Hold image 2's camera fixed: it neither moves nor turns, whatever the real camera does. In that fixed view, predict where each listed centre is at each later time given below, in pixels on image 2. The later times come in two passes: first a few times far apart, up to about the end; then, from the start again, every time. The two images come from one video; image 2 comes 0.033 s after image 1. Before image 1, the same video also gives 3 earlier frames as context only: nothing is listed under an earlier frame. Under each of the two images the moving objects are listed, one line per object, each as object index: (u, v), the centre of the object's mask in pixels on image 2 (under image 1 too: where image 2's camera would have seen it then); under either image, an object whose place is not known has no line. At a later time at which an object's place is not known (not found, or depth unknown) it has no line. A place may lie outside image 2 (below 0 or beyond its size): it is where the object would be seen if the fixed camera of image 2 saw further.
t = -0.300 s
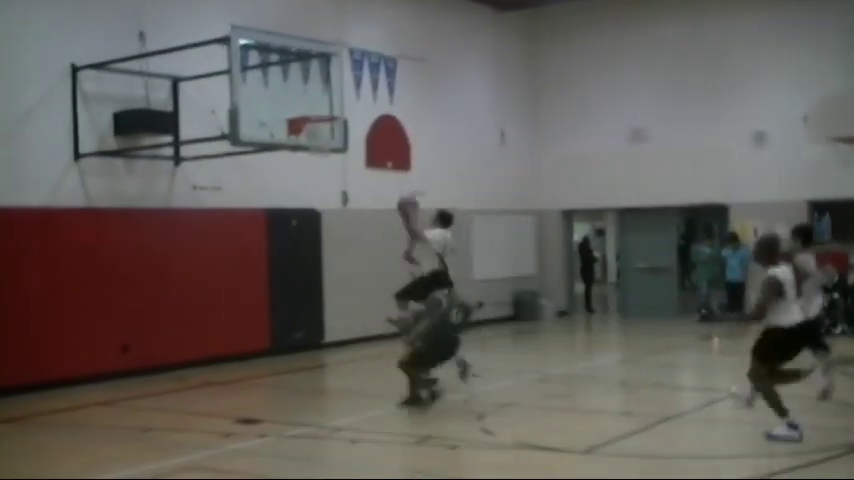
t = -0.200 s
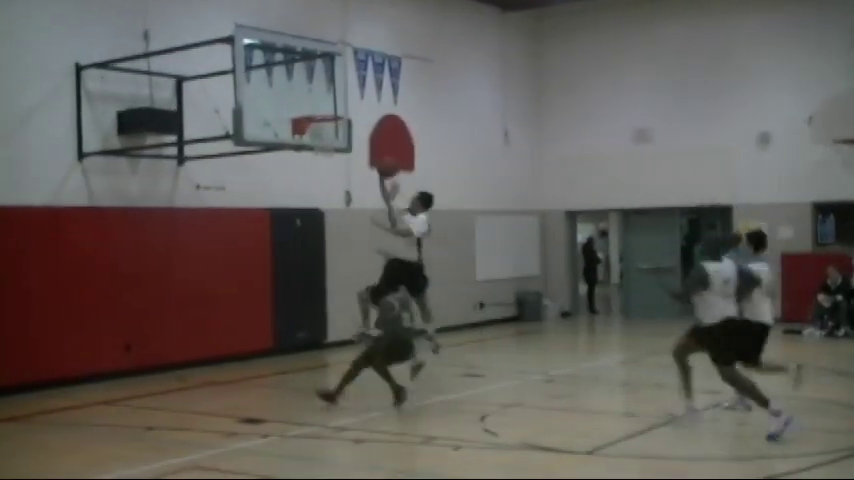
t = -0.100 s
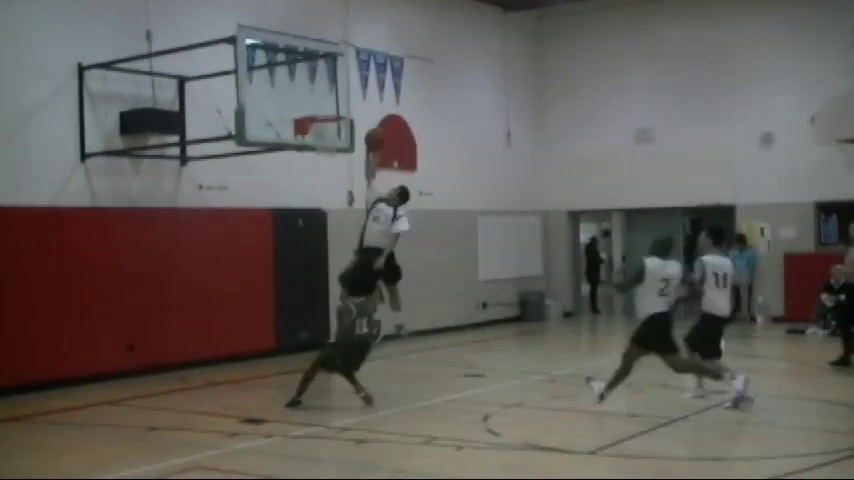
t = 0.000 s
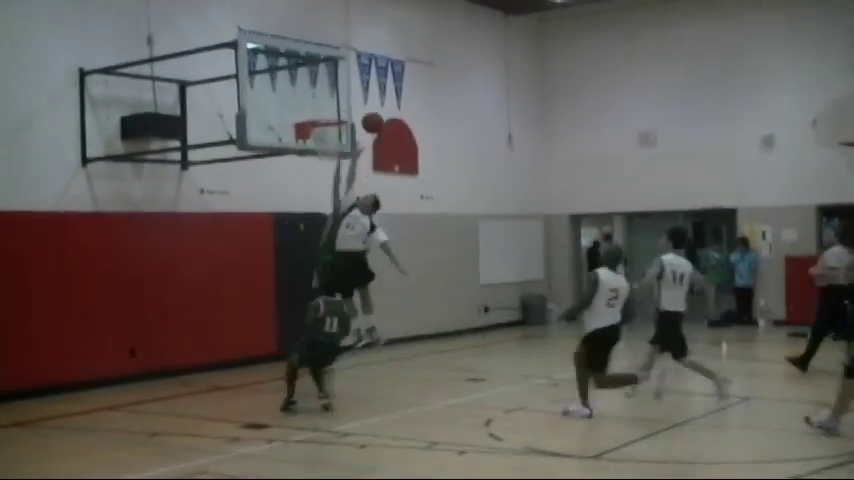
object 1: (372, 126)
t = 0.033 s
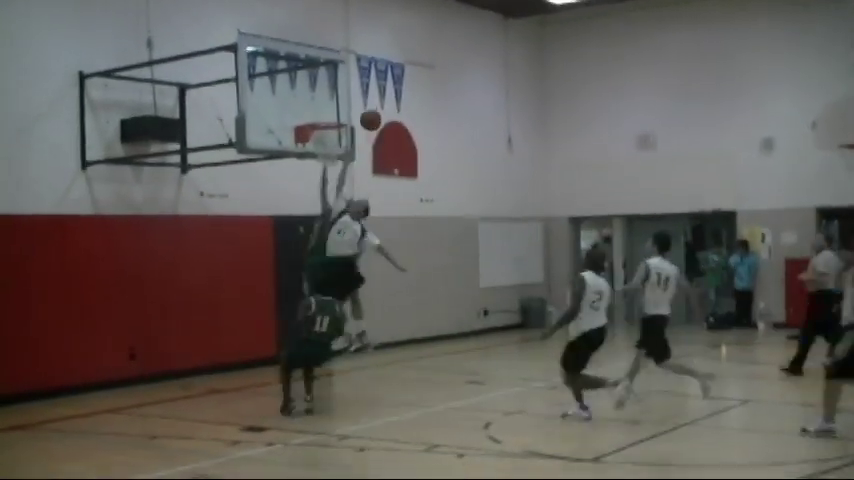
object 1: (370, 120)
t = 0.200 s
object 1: (363, 110)
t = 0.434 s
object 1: (355, 137)
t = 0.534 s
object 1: (352, 163)
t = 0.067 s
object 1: (369, 116)
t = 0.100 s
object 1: (367, 113)
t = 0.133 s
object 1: (366, 111)
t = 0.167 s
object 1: (364, 110)
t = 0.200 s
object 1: (363, 110)
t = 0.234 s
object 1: (361, 112)
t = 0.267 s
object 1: (360, 113)
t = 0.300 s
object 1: (360, 116)
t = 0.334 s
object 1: (359, 121)
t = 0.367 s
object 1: (358, 125)
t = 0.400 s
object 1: (356, 131)
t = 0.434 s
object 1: (355, 137)
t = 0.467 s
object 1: (355, 146)
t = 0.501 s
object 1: (352, 154)
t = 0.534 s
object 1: (352, 163)
